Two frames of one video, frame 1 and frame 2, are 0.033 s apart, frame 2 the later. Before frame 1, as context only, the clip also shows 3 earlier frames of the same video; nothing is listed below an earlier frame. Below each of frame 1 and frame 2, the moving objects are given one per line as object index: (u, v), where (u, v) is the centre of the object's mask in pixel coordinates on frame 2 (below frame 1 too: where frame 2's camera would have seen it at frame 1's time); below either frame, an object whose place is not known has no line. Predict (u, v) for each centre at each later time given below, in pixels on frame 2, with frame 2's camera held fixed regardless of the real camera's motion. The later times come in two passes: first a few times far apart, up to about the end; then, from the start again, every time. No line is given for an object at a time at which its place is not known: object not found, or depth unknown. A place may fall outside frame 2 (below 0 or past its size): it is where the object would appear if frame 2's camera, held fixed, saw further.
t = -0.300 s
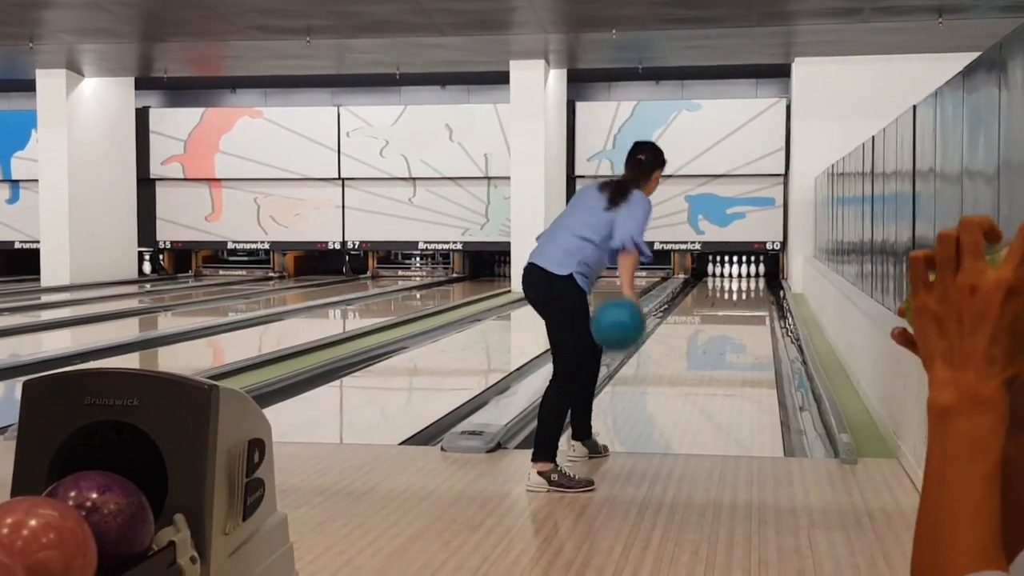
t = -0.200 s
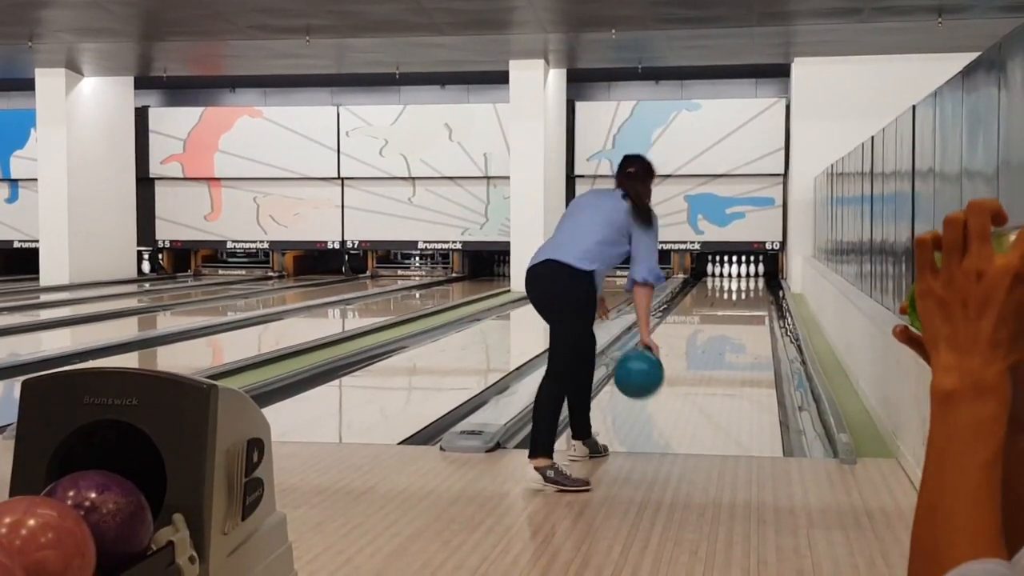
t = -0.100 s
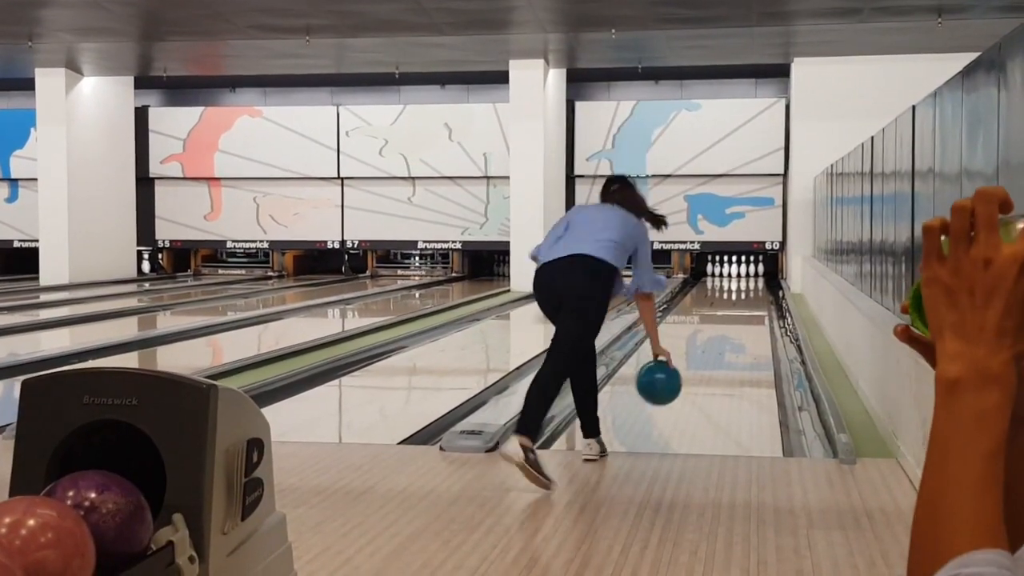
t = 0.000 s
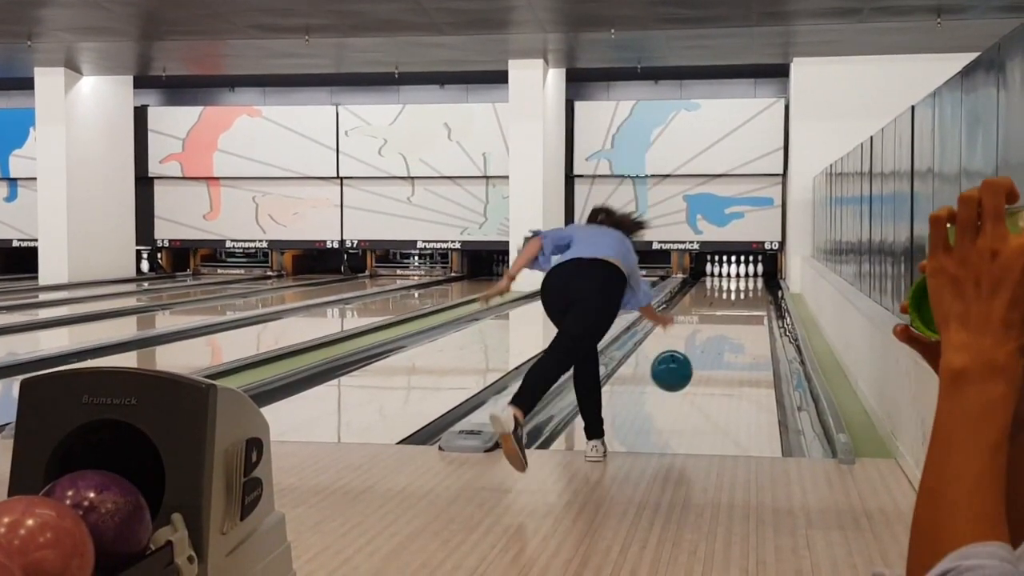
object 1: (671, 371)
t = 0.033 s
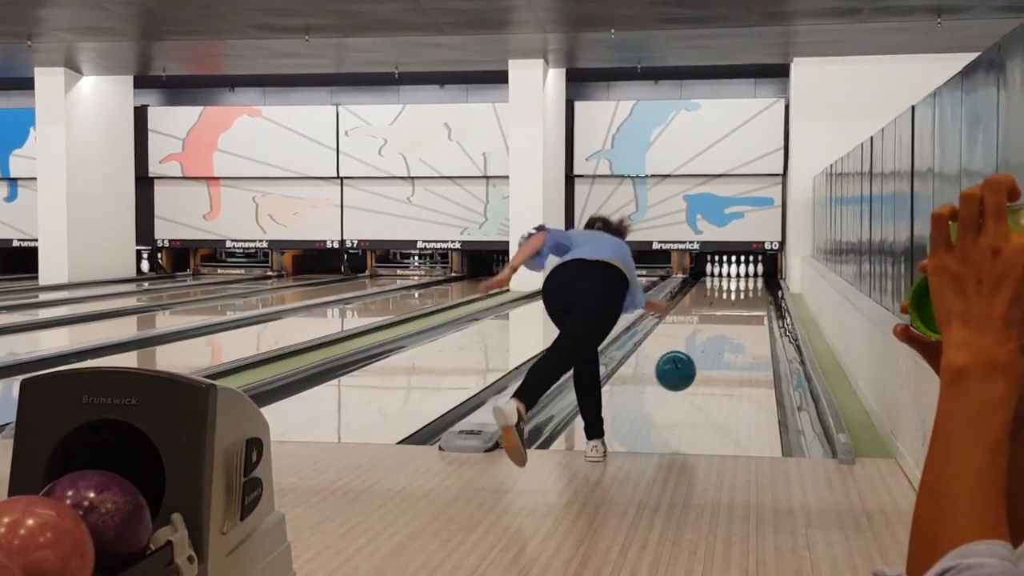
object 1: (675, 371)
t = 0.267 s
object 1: (697, 369)
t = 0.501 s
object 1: (712, 348)
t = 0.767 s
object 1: (725, 330)
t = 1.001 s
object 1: (733, 318)
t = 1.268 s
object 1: (739, 307)
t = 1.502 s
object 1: (745, 300)
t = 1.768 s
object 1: (749, 293)
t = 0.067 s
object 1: (679, 373)
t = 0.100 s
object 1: (683, 376)
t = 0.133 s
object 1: (686, 382)
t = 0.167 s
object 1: (689, 381)
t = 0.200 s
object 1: (692, 376)
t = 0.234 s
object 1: (694, 373)
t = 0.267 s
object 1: (697, 369)
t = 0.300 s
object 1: (700, 366)
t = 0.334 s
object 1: (702, 363)
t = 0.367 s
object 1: (704, 359)
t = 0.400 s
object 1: (706, 356)
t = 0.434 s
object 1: (708, 353)
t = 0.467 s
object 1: (710, 351)
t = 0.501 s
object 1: (712, 348)
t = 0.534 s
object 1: (714, 346)
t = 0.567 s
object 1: (716, 343)
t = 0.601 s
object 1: (717, 341)
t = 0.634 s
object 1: (719, 339)
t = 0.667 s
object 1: (721, 336)
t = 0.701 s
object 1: (722, 335)
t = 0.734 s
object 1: (723, 332)
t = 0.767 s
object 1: (725, 330)
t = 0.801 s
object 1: (726, 328)
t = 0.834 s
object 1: (727, 326)
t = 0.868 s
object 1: (729, 324)
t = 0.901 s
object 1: (730, 323)
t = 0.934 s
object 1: (731, 321)
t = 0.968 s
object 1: (732, 319)
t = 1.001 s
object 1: (733, 318)
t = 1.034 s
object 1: (734, 316)
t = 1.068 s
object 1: (735, 315)
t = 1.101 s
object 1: (736, 314)
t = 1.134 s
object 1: (737, 313)
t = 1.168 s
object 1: (737, 311)
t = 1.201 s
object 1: (738, 310)
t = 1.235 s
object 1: (739, 308)
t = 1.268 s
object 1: (739, 307)
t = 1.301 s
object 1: (740, 306)
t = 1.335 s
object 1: (741, 305)
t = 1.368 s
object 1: (742, 304)
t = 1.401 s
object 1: (742, 303)
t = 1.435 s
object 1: (743, 302)
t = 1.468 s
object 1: (744, 301)
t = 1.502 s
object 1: (745, 300)
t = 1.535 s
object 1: (745, 299)
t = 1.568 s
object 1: (745, 298)
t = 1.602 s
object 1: (746, 297)
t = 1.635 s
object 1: (747, 296)
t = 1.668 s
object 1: (747, 296)
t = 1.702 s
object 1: (747, 295)
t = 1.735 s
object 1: (748, 294)
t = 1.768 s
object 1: (749, 293)
